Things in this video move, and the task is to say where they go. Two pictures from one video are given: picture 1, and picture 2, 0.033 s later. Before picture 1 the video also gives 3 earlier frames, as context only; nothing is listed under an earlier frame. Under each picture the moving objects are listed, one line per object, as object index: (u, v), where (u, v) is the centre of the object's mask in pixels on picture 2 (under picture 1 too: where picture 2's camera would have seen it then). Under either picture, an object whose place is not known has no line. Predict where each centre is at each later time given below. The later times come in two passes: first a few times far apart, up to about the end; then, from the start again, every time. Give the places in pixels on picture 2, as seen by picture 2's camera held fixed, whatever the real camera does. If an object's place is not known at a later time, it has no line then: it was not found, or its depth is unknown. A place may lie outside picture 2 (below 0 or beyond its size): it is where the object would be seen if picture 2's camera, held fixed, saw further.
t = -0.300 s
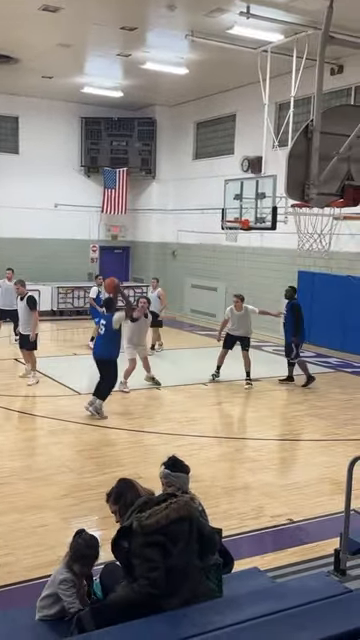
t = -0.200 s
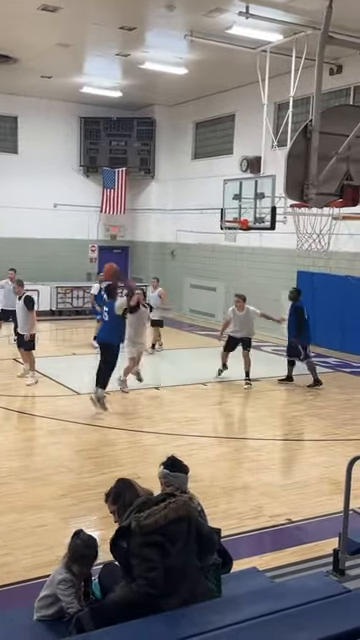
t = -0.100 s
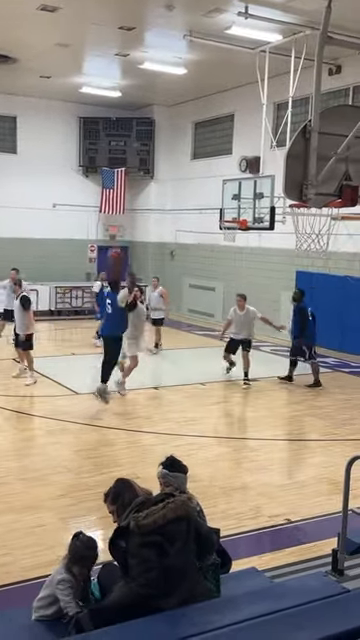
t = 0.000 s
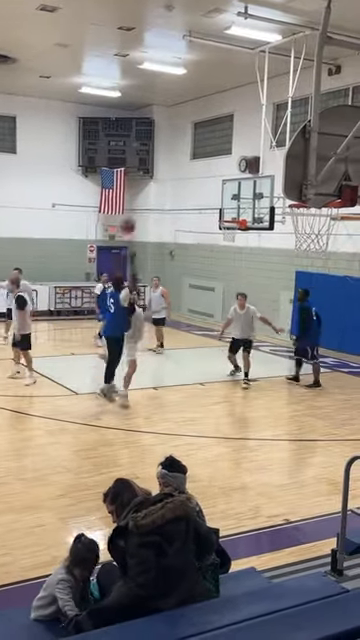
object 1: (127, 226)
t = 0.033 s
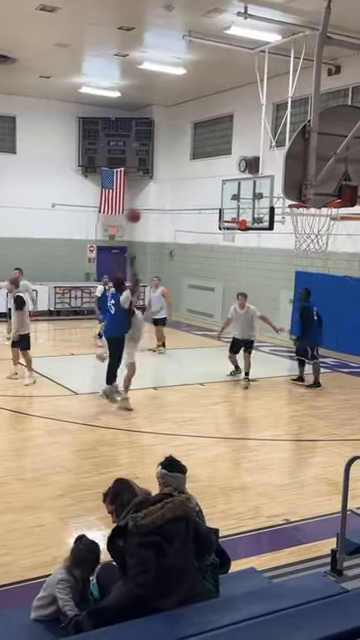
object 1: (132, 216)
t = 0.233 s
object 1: (161, 173)
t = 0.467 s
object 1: (188, 160)
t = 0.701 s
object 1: (210, 175)
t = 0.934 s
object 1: (227, 213)
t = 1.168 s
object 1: (230, 229)
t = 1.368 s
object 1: (227, 243)
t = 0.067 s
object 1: (137, 206)
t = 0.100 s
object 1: (143, 198)
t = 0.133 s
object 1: (148, 191)
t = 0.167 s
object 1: (152, 183)
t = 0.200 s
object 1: (156, 178)
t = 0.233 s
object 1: (161, 173)
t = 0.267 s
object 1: (165, 169)
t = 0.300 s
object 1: (169, 166)
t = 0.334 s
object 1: (173, 164)
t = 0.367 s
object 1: (177, 162)
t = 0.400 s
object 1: (181, 161)
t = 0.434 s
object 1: (185, 160)
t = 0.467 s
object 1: (188, 160)
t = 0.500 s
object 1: (191, 161)
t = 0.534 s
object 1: (195, 162)
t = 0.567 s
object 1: (198, 163)
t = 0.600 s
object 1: (202, 166)
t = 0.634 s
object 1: (204, 168)
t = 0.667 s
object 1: (207, 172)
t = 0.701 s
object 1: (210, 175)
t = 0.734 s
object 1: (212, 180)
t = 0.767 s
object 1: (215, 184)
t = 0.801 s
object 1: (218, 189)
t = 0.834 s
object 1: (220, 195)
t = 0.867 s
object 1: (223, 201)
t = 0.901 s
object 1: (226, 207)
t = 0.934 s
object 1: (227, 213)
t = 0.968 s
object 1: (229, 220)
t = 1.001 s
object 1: (230, 229)
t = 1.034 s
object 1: (232, 230)
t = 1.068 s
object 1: (232, 229)
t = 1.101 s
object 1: (232, 230)
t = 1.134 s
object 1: (231, 230)
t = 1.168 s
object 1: (230, 229)
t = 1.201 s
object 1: (230, 230)
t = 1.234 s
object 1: (229, 229)
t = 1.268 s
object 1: (229, 234)
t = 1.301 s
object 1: (228, 236)
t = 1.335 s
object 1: (228, 240)
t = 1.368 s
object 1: (227, 243)
